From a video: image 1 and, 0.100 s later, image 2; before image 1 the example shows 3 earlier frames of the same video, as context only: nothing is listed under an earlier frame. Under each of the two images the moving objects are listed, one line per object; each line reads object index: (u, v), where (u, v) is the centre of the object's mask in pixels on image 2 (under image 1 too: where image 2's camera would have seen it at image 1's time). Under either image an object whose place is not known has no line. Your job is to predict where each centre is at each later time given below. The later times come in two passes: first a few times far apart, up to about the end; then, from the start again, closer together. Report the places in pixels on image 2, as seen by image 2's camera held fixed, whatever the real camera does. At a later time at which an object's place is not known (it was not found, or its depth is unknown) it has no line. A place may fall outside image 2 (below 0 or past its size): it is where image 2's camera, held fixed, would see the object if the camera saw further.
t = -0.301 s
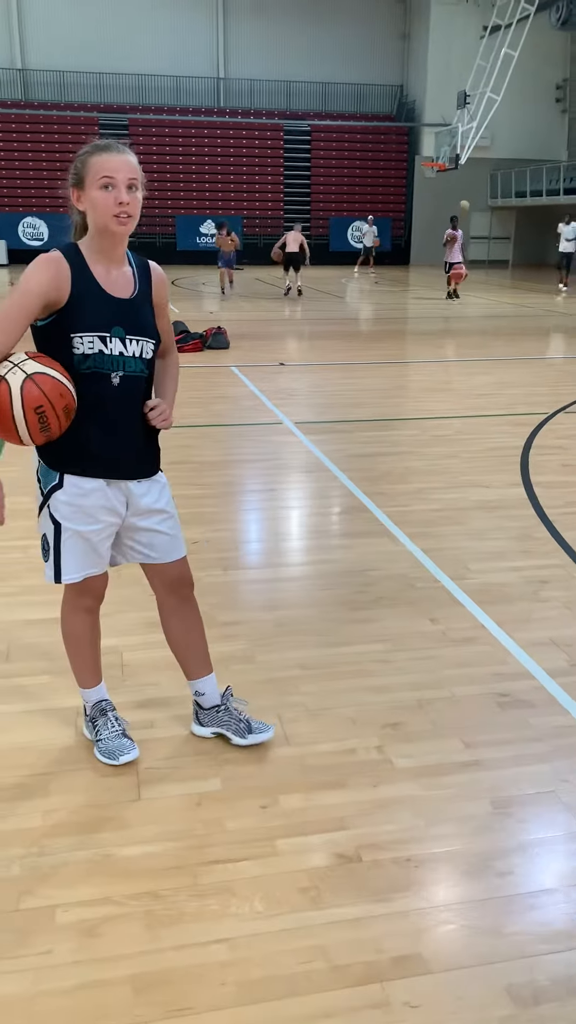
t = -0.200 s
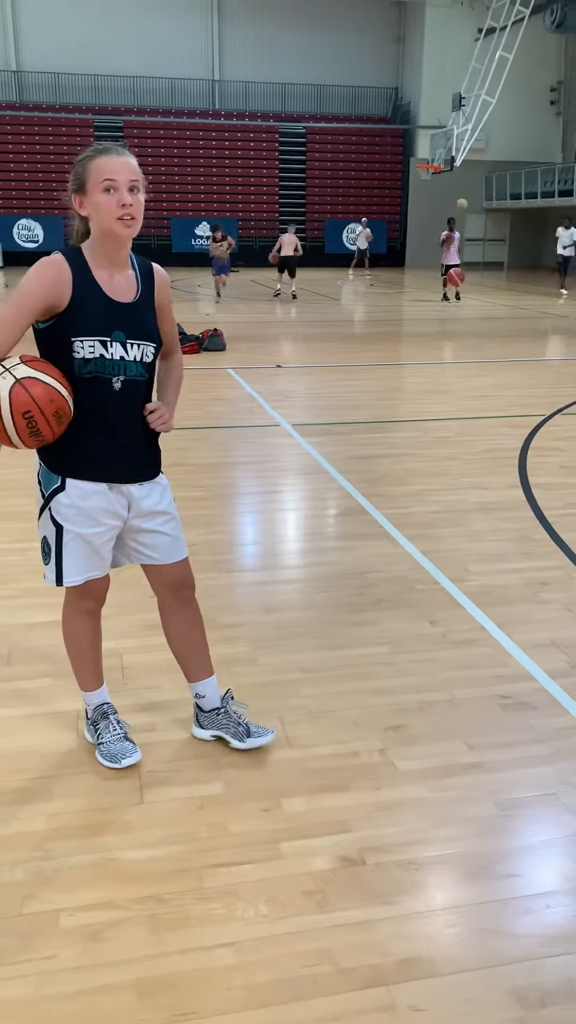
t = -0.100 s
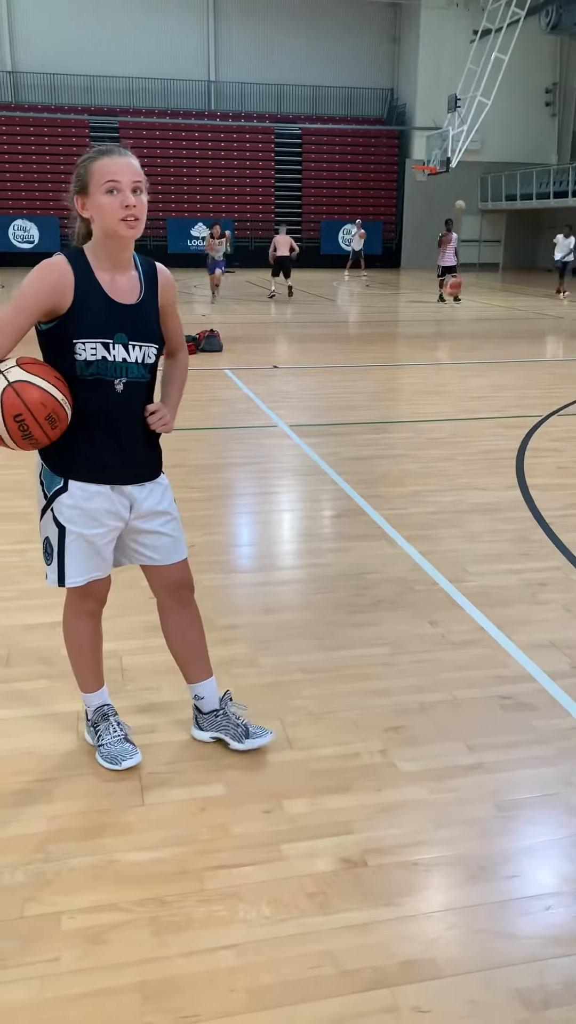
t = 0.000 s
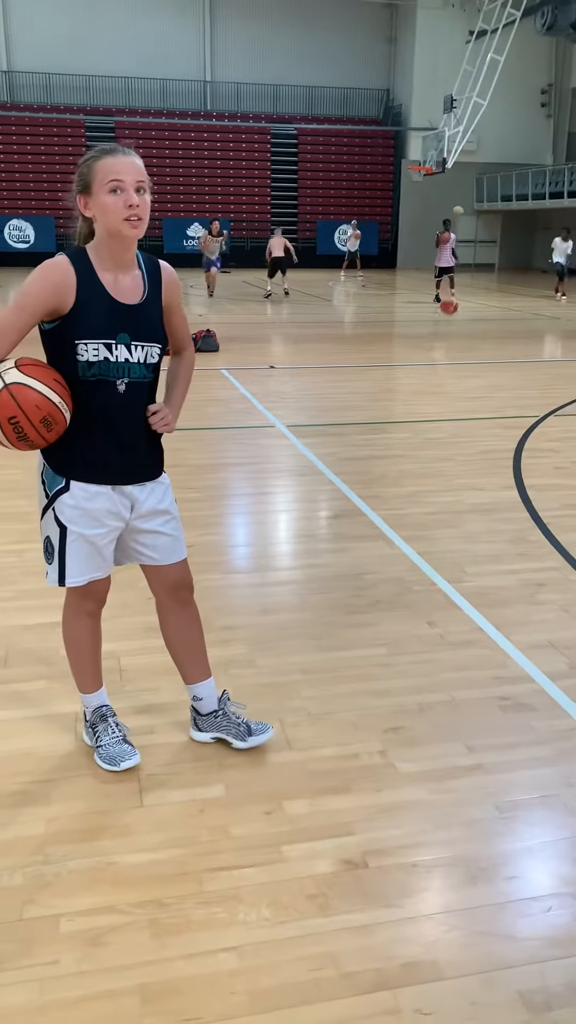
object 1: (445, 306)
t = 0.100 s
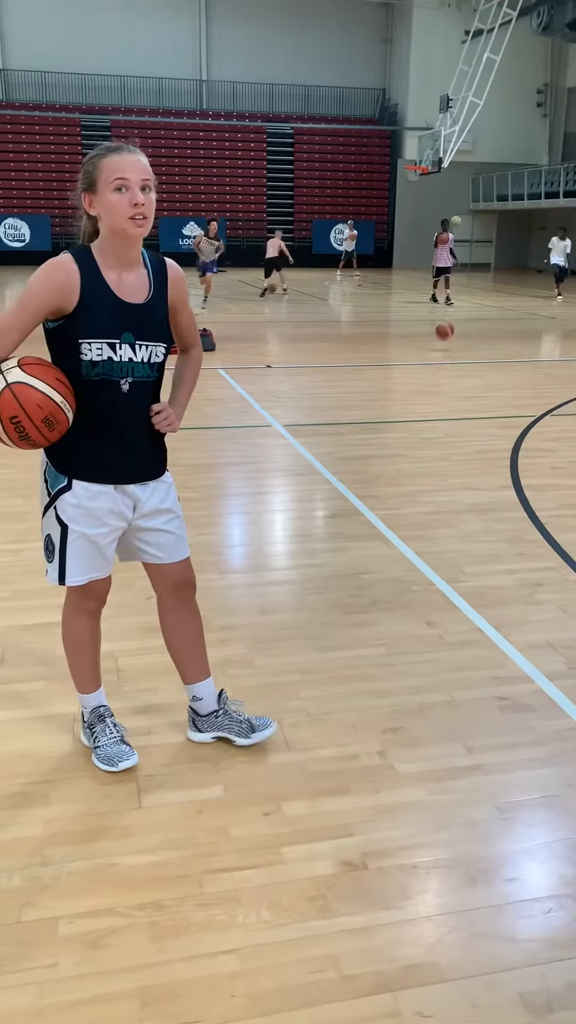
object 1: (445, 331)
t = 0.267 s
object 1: (448, 318)
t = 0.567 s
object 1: (454, 313)
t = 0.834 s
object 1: (456, 350)
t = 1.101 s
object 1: (464, 334)
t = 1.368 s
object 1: (469, 369)
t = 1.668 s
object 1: (479, 368)
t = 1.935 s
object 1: (488, 379)
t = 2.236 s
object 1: (499, 396)
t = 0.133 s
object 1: (444, 342)
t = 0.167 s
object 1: (445, 337)
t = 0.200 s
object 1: (446, 329)
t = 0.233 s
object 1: (447, 324)
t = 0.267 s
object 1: (448, 318)
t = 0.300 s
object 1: (449, 315)
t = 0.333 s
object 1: (450, 311)
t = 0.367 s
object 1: (451, 310)
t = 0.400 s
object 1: (451, 308)
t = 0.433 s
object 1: (452, 306)
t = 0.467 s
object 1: (453, 306)
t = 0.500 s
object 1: (453, 307)
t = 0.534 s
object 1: (454, 310)
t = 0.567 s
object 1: (454, 313)
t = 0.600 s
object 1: (454, 316)
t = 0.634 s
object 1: (455, 321)
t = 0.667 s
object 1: (455, 327)
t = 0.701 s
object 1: (454, 335)
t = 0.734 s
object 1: (454, 343)
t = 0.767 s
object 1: (454, 351)
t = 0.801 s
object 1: (455, 355)
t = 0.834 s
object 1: (456, 350)
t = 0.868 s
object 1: (457, 345)
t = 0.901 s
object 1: (458, 341)
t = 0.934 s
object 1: (459, 337)
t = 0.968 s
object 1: (460, 334)
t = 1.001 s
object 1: (462, 332)
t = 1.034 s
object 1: (462, 332)
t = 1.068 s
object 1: (463, 332)
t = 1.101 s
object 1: (464, 334)
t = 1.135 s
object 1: (465, 336)
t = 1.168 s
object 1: (465, 340)
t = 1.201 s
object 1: (466, 345)
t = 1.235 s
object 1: (467, 350)
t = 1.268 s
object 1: (467, 358)
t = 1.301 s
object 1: (467, 364)
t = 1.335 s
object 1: (468, 373)
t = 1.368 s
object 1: (469, 369)
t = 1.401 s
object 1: (471, 364)
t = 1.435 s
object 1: (472, 362)
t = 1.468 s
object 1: (473, 358)
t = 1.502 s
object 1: (474, 358)
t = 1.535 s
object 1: (475, 358)
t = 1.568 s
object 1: (477, 359)
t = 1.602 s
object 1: (478, 361)
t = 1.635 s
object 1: (479, 365)
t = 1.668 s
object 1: (479, 368)
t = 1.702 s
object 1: (480, 374)
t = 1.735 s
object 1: (481, 380)
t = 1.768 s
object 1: (481, 388)
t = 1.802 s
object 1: (483, 384)
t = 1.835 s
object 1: (485, 382)
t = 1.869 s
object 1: (486, 380)
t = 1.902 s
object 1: (487, 379)
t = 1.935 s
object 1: (488, 379)
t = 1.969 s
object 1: (490, 381)
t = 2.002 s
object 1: (491, 384)
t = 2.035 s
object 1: (492, 387)
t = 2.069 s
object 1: (493, 392)
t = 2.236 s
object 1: (499, 396)
